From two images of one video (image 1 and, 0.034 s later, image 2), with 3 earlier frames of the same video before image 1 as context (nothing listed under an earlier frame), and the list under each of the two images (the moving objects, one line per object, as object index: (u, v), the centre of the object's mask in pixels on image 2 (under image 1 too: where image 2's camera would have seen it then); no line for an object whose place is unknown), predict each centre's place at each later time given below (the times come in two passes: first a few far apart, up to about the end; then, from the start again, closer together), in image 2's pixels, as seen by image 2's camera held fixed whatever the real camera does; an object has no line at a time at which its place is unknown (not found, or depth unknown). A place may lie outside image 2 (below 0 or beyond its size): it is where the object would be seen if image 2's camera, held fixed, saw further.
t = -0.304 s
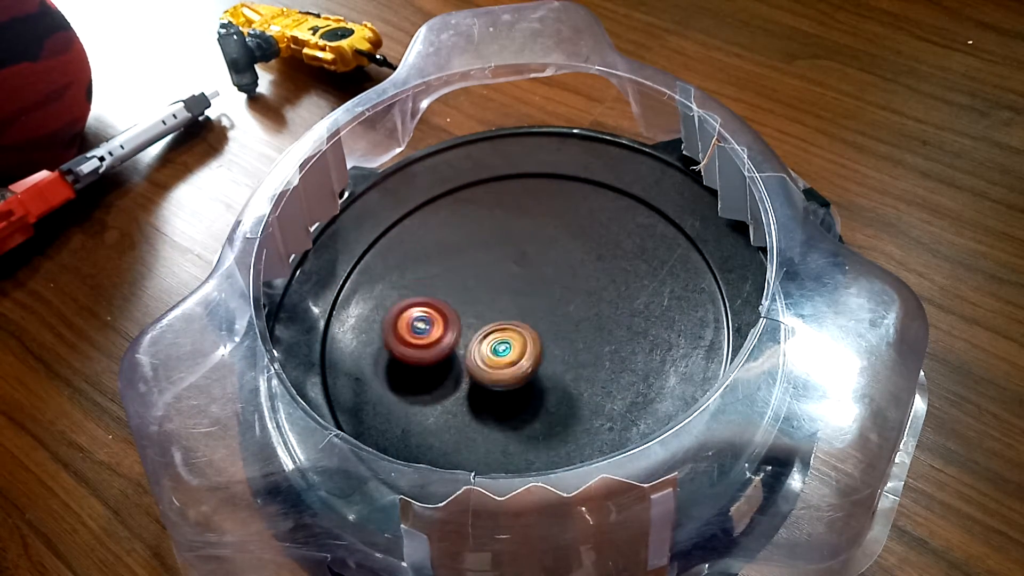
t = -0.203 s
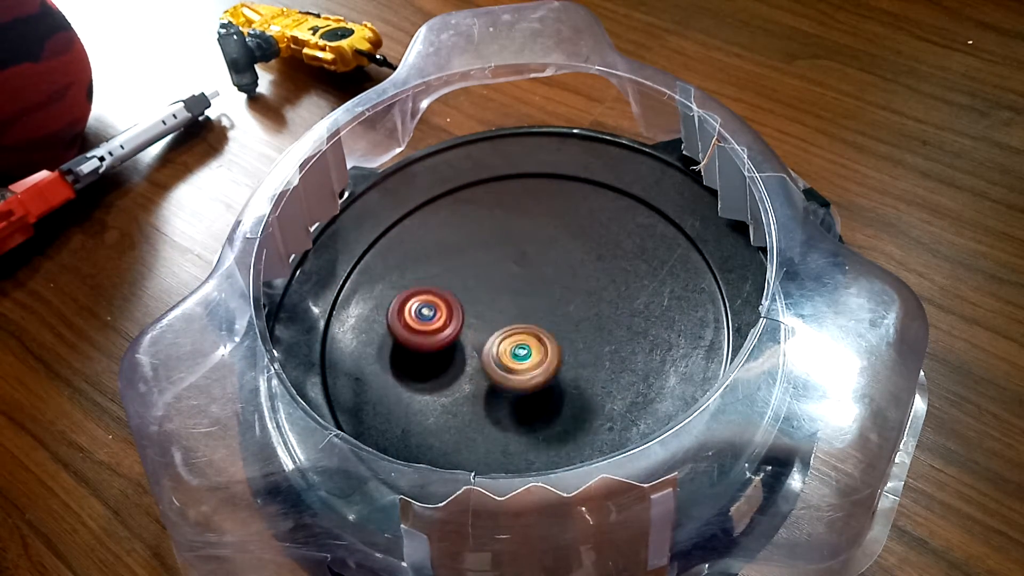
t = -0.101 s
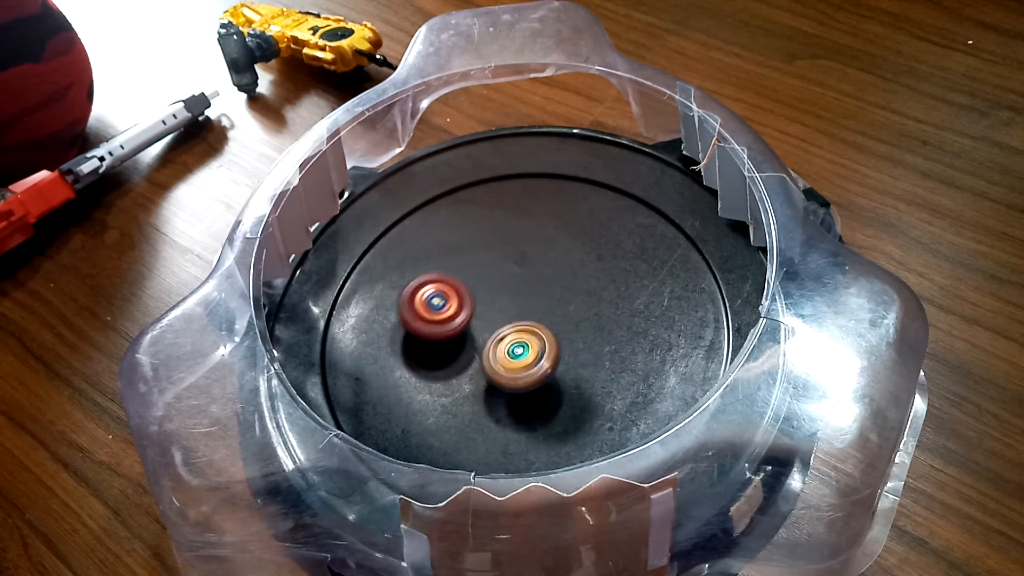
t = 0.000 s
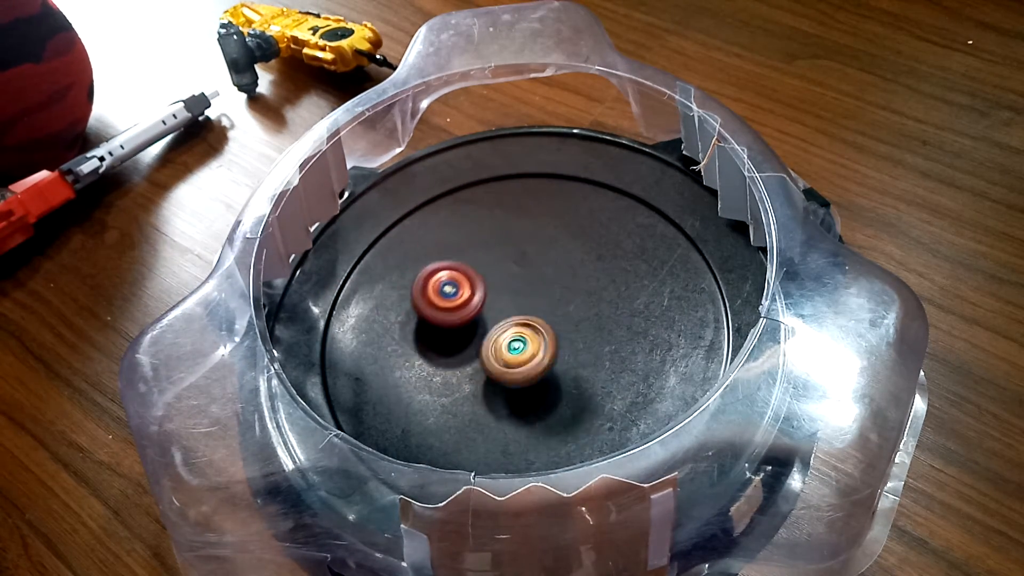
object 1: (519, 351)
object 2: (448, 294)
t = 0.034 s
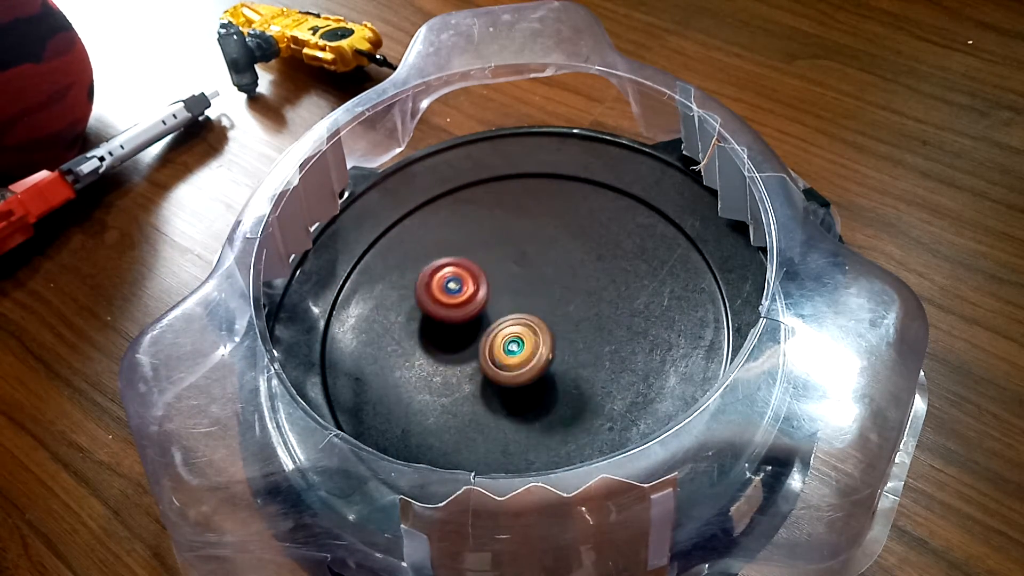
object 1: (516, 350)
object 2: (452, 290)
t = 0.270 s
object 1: (500, 349)
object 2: (491, 266)
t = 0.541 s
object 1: (486, 371)
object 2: (523, 246)
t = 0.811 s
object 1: (497, 353)
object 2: (550, 277)
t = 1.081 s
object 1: (453, 317)
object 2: (599, 328)
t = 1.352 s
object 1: (420, 312)
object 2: (600, 359)
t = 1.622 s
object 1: (473, 327)
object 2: (541, 379)
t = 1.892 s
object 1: (522, 268)
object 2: (489, 425)
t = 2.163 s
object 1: (525, 257)
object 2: (446, 409)
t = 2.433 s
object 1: (517, 312)
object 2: (439, 351)
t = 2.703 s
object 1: (543, 358)
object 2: (467, 291)
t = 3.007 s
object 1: (545, 339)
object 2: (518, 255)
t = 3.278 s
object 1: (502, 322)
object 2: (562, 261)
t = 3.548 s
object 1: (482, 337)
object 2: (585, 306)
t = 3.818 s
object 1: (493, 346)
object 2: (575, 355)
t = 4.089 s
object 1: (482, 337)
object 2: (547, 384)
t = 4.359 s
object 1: (475, 325)
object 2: (506, 399)
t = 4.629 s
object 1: (494, 269)
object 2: (454, 414)
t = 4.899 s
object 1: (495, 238)
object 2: (440, 392)
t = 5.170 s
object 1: (508, 281)
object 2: (478, 344)
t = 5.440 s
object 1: (573, 274)
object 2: (520, 336)
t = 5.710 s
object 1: (577, 269)
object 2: (553, 342)
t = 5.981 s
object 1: (556, 291)
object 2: (538, 371)
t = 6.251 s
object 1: (549, 307)
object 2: (485, 385)
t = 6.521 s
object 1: (550, 315)
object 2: (471, 351)
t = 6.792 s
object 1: (580, 307)
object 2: (487, 321)
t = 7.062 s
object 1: (584, 300)
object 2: (501, 319)
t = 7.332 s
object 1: (584, 309)
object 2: (464, 336)
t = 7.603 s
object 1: (567, 342)
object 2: (468, 339)
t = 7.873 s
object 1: (575, 355)
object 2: (487, 324)
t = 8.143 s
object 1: (557, 361)
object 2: (492, 299)
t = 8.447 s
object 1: (552, 366)
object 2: (475, 279)
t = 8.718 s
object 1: (544, 297)
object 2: (477, 317)
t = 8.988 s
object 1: (551, 289)
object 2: (516, 388)
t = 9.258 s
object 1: (537, 310)
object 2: (586, 360)
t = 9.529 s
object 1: (535, 295)
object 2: (572, 344)
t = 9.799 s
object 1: (535, 295)
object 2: (572, 344)
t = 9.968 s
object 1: (535, 295)
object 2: (572, 344)
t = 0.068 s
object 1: (515, 349)
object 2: (457, 287)
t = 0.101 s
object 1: (513, 347)
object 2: (462, 284)
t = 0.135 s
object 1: (511, 345)
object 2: (467, 282)
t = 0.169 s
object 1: (506, 344)
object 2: (472, 279)
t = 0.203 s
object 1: (504, 344)
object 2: (477, 276)
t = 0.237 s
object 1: (501, 343)
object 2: (483, 274)
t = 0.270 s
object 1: (500, 349)
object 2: (491, 266)
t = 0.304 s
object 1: (494, 353)
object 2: (497, 260)
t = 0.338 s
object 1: (491, 359)
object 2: (503, 255)
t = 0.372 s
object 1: (490, 362)
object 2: (507, 252)
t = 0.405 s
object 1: (486, 364)
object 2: (512, 250)
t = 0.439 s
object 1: (486, 367)
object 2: (516, 248)
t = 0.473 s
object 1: (486, 368)
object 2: (519, 247)
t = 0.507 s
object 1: (487, 370)
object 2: (521, 246)
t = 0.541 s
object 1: (486, 371)
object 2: (523, 246)
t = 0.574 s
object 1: (487, 371)
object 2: (526, 246)
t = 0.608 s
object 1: (490, 370)
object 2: (529, 248)
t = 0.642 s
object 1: (492, 369)
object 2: (532, 251)
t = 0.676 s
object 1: (493, 367)
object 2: (535, 254)
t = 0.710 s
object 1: (494, 366)
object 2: (539, 259)
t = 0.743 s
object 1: (496, 362)
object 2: (542, 265)
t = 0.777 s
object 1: (497, 359)
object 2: (546, 270)
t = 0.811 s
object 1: (497, 353)
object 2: (550, 277)
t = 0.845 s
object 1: (498, 348)
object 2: (554, 283)
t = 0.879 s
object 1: (498, 344)
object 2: (558, 289)
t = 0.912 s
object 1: (497, 338)
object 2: (562, 296)
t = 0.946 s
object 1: (495, 334)
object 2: (567, 302)
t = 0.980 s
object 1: (487, 330)
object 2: (574, 308)
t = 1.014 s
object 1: (476, 326)
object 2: (586, 316)
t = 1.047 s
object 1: (465, 320)
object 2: (594, 322)
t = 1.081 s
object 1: (453, 317)
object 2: (599, 328)
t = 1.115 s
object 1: (443, 315)
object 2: (603, 332)
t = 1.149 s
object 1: (433, 312)
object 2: (605, 336)
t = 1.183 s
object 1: (427, 311)
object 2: (607, 339)
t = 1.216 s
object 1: (422, 310)
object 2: (607, 343)
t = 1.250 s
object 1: (420, 310)
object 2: (607, 347)
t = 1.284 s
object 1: (419, 310)
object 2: (606, 351)
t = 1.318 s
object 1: (419, 311)
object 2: (604, 355)
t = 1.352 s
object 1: (420, 312)
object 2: (600, 359)
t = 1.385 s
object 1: (421, 313)
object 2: (597, 362)
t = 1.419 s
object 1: (424, 315)
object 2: (591, 366)
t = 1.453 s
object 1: (428, 318)
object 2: (585, 369)
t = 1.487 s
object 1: (435, 319)
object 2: (578, 371)
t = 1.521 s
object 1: (441, 322)
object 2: (569, 374)
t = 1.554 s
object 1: (451, 325)
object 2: (561, 376)
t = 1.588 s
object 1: (462, 327)
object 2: (551, 378)
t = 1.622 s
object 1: (473, 327)
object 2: (541, 379)
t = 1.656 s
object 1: (485, 326)
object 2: (531, 381)
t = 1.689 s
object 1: (494, 318)
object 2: (524, 387)
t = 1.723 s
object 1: (499, 309)
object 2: (519, 400)
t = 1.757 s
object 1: (504, 300)
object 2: (512, 410)
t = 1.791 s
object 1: (509, 292)
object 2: (506, 415)
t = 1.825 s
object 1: (515, 284)
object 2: (501, 419)
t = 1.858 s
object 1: (519, 276)
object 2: (495, 422)
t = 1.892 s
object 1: (522, 268)
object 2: (489, 425)
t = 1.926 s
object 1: (524, 263)
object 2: (483, 426)
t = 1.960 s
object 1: (525, 258)
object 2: (477, 426)
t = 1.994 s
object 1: (525, 256)
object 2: (471, 426)
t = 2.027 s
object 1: (525, 255)
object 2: (465, 424)
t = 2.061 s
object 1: (525, 254)
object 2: (460, 422)
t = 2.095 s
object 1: (525, 255)
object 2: (455, 418)
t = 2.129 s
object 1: (525, 256)
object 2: (450, 414)
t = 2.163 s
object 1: (525, 257)
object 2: (446, 409)
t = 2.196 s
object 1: (524, 261)
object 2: (443, 403)
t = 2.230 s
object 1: (522, 266)
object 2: (441, 397)
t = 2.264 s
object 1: (519, 272)
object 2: (439, 390)
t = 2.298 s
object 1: (518, 279)
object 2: (437, 382)
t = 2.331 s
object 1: (517, 287)
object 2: (437, 375)
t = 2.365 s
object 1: (518, 296)
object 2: (437, 366)
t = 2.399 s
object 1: (518, 303)
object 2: (438, 359)
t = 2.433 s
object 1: (517, 312)
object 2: (439, 351)
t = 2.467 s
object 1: (520, 320)
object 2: (441, 344)
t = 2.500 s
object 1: (523, 327)
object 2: (443, 335)
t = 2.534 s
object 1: (526, 334)
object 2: (447, 327)
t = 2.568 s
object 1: (530, 342)
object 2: (450, 320)
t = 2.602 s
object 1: (532, 349)
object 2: (454, 313)
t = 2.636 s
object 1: (536, 353)
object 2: (457, 306)
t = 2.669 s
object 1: (539, 356)
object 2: (462, 298)
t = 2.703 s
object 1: (543, 358)
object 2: (467, 291)
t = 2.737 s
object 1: (546, 358)
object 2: (473, 285)
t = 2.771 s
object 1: (548, 358)
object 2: (477, 280)
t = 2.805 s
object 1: (550, 357)
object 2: (482, 274)
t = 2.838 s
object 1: (551, 356)
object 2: (488, 270)
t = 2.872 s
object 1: (550, 354)
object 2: (493, 266)
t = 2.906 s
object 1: (550, 351)
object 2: (499, 262)
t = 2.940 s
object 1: (549, 348)
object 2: (506, 259)
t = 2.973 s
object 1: (547, 345)
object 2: (512, 257)
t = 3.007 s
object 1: (545, 339)
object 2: (518, 255)
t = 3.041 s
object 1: (542, 336)
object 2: (524, 253)
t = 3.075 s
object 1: (538, 333)
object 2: (530, 251)
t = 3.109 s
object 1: (533, 329)
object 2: (536, 250)
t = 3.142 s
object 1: (528, 328)
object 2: (541, 250)
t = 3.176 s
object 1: (522, 325)
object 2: (547, 252)
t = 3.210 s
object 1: (516, 323)
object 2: (552, 254)
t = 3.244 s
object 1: (509, 323)
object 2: (557, 257)
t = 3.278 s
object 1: (502, 322)
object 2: (562, 261)
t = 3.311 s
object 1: (496, 324)
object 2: (567, 265)
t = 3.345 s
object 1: (491, 325)
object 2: (571, 270)
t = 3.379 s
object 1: (487, 326)
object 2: (575, 275)
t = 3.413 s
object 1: (485, 328)
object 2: (578, 281)
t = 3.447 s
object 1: (482, 331)
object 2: (580, 287)
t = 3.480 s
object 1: (481, 333)
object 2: (582, 293)
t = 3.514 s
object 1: (481, 335)
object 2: (584, 299)
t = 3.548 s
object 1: (482, 337)
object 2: (585, 306)
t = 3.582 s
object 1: (482, 340)
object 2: (585, 312)
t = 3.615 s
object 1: (482, 343)
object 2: (584, 319)
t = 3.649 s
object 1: (485, 344)
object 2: (583, 326)
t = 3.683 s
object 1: (490, 345)
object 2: (580, 332)
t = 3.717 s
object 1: (492, 345)
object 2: (578, 338)
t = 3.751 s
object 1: (492, 346)
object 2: (578, 344)
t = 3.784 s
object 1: (493, 346)
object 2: (577, 350)
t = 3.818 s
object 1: (493, 346)
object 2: (575, 355)
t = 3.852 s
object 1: (491, 345)
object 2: (574, 360)
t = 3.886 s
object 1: (489, 344)
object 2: (573, 366)
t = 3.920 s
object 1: (490, 342)
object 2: (570, 370)
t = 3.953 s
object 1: (489, 338)
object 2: (567, 374)
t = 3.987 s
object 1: (486, 336)
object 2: (563, 377)
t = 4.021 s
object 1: (483, 336)
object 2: (558, 380)
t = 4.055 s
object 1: (482, 338)
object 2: (553, 382)
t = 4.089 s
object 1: (482, 337)
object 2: (547, 384)
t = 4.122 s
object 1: (482, 336)
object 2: (540, 386)
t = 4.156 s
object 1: (481, 334)
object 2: (534, 388)
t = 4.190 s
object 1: (477, 329)
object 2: (530, 394)
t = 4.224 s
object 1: (474, 327)
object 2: (526, 397)
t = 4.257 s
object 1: (472, 325)
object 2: (522, 399)
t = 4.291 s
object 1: (471, 325)
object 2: (517, 400)
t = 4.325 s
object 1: (473, 326)
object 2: (511, 400)
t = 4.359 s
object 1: (475, 325)
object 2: (506, 399)
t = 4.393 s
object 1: (476, 323)
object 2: (501, 397)
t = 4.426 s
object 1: (476, 322)
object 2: (495, 395)
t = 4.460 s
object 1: (476, 322)
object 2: (490, 392)
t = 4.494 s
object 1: (477, 320)
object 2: (485, 390)
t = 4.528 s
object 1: (480, 306)
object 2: (474, 401)
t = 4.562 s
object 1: (485, 291)
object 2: (465, 410)
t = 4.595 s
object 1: (490, 280)
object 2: (459, 412)
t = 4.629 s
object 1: (494, 269)
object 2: (454, 414)
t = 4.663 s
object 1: (495, 261)
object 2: (449, 414)
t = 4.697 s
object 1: (497, 252)
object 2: (444, 415)
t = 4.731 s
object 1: (497, 246)
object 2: (441, 413)
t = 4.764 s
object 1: (497, 241)
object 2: (439, 411)
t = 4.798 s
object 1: (496, 239)
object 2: (438, 408)
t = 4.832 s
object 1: (496, 238)
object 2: (438, 403)
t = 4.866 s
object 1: (495, 237)
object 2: (439, 398)
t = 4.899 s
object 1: (495, 238)
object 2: (440, 392)
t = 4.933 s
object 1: (495, 239)
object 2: (442, 386)
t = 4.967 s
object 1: (496, 241)
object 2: (445, 380)
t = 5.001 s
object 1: (496, 245)
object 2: (450, 375)
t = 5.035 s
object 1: (497, 250)
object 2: (454, 369)
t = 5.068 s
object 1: (498, 258)
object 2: (460, 361)
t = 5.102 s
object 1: (500, 266)
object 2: (465, 354)
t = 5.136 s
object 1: (504, 274)
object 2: (473, 348)
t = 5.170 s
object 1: (508, 281)
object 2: (478, 344)
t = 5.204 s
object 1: (517, 281)
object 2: (481, 347)
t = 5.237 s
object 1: (529, 278)
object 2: (485, 348)
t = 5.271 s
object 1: (540, 280)
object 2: (491, 345)
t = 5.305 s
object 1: (548, 279)
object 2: (498, 341)
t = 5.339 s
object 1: (555, 279)
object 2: (505, 339)
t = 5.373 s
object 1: (562, 279)
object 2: (512, 337)
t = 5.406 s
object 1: (567, 277)
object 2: (517, 335)
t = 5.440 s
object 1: (573, 274)
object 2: (520, 336)
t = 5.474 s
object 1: (578, 271)
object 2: (525, 335)
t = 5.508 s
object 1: (581, 270)
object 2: (531, 335)
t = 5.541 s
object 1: (580, 269)
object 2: (537, 335)
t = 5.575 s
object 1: (580, 270)
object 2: (543, 334)
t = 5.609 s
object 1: (581, 269)
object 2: (546, 335)
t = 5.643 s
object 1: (582, 266)
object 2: (548, 339)
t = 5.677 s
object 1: (580, 267)
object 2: (551, 340)
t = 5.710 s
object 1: (577, 269)
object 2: (553, 342)
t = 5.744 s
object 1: (576, 273)
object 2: (555, 343)
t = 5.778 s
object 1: (571, 274)
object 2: (556, 345)
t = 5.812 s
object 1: (568, 273)
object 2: (554, 351)
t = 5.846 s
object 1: (564, 272)
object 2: (550, 358)
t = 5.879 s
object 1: (560, 274)
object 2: (548, 362)
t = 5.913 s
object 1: (558, 280)
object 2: (545, 366)
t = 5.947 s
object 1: (559, 286)
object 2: (542, 369)
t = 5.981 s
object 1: (556, 291)
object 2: (538, 371)
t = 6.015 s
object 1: (552, 297)
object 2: (533, 373)
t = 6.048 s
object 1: (550, 305)
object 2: (528, 374)
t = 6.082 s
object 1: (549, 304)
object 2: (519, 379)
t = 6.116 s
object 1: (547, 303)
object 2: (509, 385)
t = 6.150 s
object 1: (548, 303)
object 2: (501, 387)
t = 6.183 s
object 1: (548, 303)
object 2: (495, 387)
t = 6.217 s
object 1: (548, 305)
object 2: (491, 386)
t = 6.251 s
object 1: (549, 307)
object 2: (485, 385)
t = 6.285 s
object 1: (550, 307)
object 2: (480, 382)
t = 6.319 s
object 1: (550, 309)
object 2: (476, 379)
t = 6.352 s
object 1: (551, 309)
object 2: (473, 375)
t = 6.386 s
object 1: (551, 310)
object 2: (471, 371)
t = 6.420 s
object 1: (550, 311)
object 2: (470, 367)
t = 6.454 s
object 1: (550, 312)
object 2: (470, 361)
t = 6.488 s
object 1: (550, 314)
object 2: (469, 357)
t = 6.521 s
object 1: (550, 315)
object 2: (471, 351)
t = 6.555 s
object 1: (552, 317)
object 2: (474, 346)
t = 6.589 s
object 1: (553, 317)
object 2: (476, 341)
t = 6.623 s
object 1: (556, 317)
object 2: (480, 336)
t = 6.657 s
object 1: (564, 315)
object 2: (479, 334)
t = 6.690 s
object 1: (572, 314)
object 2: (476, 331)
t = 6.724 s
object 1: (575, 312)
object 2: (477, 326)
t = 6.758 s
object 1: (577, 310)
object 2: (483, 323)
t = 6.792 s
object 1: (580, 307)
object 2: (487, 321)
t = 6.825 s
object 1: (581, 305)
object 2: (492, 319)
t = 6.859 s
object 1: (580, 303)
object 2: (498, 317)
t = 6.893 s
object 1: (581, 301)
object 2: (503, 316)
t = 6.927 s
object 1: (582, 298)
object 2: (503, 315)
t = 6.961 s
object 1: (584, 297)
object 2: (499, 315)
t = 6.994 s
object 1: (583, 297)
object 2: (499, 315)
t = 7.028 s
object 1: (581, 299)
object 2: (503, 317)
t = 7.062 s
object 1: (584, 300)
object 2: (501, 319)
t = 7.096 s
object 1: (591, 297)
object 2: (492, 323)
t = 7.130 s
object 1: (592, 296)
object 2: (486, 326)
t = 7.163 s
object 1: (590, 297)
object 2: (483, 327)
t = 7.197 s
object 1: (589, 300)
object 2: (480, 329)
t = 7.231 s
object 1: (589, 306)
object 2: (474, 331)
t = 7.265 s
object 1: (591, 309)
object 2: (469, 332)
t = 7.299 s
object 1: (590, 308)
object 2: (468, 334)
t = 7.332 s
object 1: (584, 309)
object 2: (464, 336)
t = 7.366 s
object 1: (580, 313)
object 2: (462, 337)
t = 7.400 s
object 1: (579, 319)
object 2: (460, 338)
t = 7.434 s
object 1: (579, 323)
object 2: (459, 339)
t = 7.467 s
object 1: (577, 327)
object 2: (459, 339)
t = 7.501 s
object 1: (575, 331)
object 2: (459, 339)
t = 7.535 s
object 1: (573, 334)
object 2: (462, 338)
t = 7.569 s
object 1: (569, 336)
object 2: (465, 339)
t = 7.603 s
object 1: (567, 342)
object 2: (468, 339)
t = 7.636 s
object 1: (568, 346)
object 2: (473, 338)
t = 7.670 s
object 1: (571, 348)
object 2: (477, 339)
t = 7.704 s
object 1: (570, 347)
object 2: (481, 339)
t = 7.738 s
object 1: (567, 351)
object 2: (484, 337)
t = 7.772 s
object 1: (566, 354)
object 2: (489, 334)
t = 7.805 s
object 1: (571, 358)
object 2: (486, 329)
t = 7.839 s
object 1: (573, 357)
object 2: (486, 325)
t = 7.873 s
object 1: (575, 355)
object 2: (487, 324)
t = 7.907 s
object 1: (574, 354)
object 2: (487, 321)
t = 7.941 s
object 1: (568, 351)
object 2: (489, 318)
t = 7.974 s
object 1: (562, 352)
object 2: (492, 316)
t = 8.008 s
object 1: (557, 356)
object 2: (493, 316)
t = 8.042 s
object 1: (557, 358)
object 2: (495, 312)
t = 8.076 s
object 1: (556, 355)
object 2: (498, 309)
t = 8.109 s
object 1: (552, 353)
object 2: (499, 307)
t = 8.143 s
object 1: (557, 361)
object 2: (492, 299)
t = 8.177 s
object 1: (564, 371)
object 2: (481, 287)
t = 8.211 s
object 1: (565, 377)
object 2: (476, 278)
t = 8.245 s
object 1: (565, 382)
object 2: (474, 273)
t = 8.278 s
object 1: (564, 383)
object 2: (476, 272)
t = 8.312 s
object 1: (562, 382)
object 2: (476, 274)
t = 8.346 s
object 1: (560, 380)
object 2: (476, 275)
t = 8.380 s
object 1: (557, 377)
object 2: (475, 277)
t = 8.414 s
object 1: (556, 372)
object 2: (475, 278)
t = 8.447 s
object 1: (552, 366)
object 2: (475, 279)
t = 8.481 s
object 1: (548, 360)
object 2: (476, 282)
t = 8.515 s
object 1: (546, 353)
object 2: (476, 285)
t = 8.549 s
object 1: (543, 344)
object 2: (477, 288)
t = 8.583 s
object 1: (540, 332)
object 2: (476, 292)
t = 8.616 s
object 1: (539, 323)
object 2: (477, 297)
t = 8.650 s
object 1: (540, 312)
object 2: (478, 304)
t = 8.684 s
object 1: (541, 303)
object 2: (478, 310)
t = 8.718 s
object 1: (544, 297)
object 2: (477, 317)
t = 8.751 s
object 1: (546, 293)
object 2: (476, 327)
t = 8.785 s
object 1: (550, 290)
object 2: (476, 338)
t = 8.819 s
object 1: (553, 287)
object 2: (478, 347)
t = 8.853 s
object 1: (556, 286)
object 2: (481, 357)
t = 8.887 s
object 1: (556, 286)
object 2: (487, 369)
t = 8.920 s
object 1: (555, 287)
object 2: (495, 377)
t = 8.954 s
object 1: (554, 288)
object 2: (505, 387)
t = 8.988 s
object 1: (551, 289)
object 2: (516, 388)
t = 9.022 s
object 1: (548, 292)
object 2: (528, 391)
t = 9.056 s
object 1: (545, 295)
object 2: (539, 393)
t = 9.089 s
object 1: (543, 299)
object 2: (552, 388)
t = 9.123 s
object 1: (540, 304)
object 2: (563, 383)
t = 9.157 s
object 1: (539, 310)
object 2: (572, 375)
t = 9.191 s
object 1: (538, 313)
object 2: (581, 367)
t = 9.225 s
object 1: (539, 313)
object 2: (586, 364)
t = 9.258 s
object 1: (537, 310)
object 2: (586, 360)
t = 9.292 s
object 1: (536, 307)
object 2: (586, 356)
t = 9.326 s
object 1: (535, 304)
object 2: (584, 354)
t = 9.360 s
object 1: (535, 300)
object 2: (582, 351)
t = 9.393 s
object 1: (536, 297)
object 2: (577, 347)
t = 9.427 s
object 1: (535, 295)
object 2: (574, 345)
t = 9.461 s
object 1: (535, 295)
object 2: (572, 344)
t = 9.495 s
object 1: (535, 295)
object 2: (572, 344)
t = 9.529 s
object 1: (535, 295)
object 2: (572, 344)
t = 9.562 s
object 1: (535, 295)
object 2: (572, 344)
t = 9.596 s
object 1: (535, 295)
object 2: (572, 344)
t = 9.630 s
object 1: (535, 295)
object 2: (572, 344)
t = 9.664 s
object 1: (535, 295)
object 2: (572, 344)
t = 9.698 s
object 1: (535, 295)
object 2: (572, 344)
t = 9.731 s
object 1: (535, 295)
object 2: (572, 344)
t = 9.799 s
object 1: (535, 295)
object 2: (572, 344)
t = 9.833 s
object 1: (535, 295)
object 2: (572, 344)
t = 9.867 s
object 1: (535, 294)
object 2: (572, 344)
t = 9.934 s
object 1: (535, 295)
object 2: (572, 344)
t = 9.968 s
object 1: (535, 295)
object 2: (572, 344)
